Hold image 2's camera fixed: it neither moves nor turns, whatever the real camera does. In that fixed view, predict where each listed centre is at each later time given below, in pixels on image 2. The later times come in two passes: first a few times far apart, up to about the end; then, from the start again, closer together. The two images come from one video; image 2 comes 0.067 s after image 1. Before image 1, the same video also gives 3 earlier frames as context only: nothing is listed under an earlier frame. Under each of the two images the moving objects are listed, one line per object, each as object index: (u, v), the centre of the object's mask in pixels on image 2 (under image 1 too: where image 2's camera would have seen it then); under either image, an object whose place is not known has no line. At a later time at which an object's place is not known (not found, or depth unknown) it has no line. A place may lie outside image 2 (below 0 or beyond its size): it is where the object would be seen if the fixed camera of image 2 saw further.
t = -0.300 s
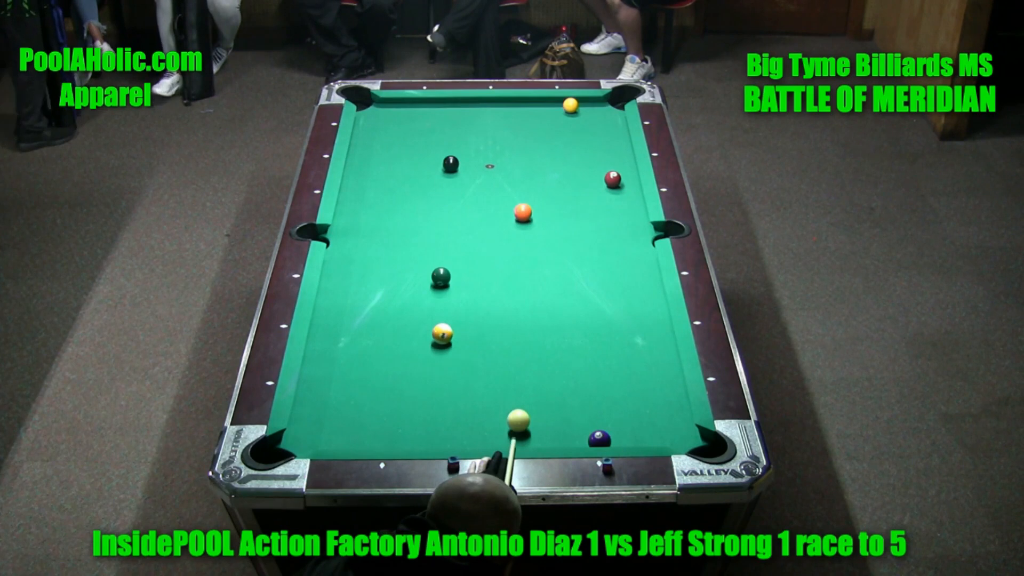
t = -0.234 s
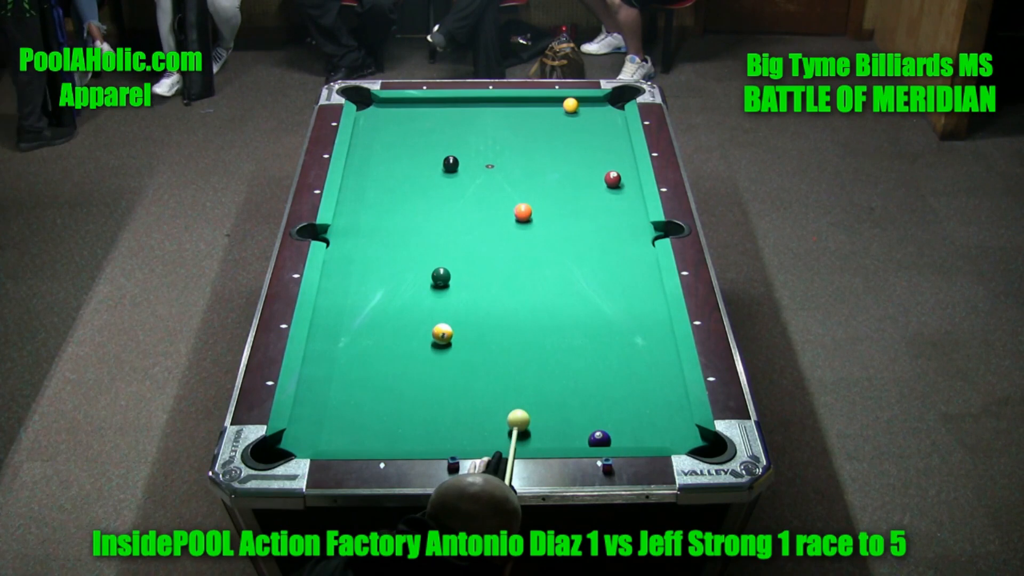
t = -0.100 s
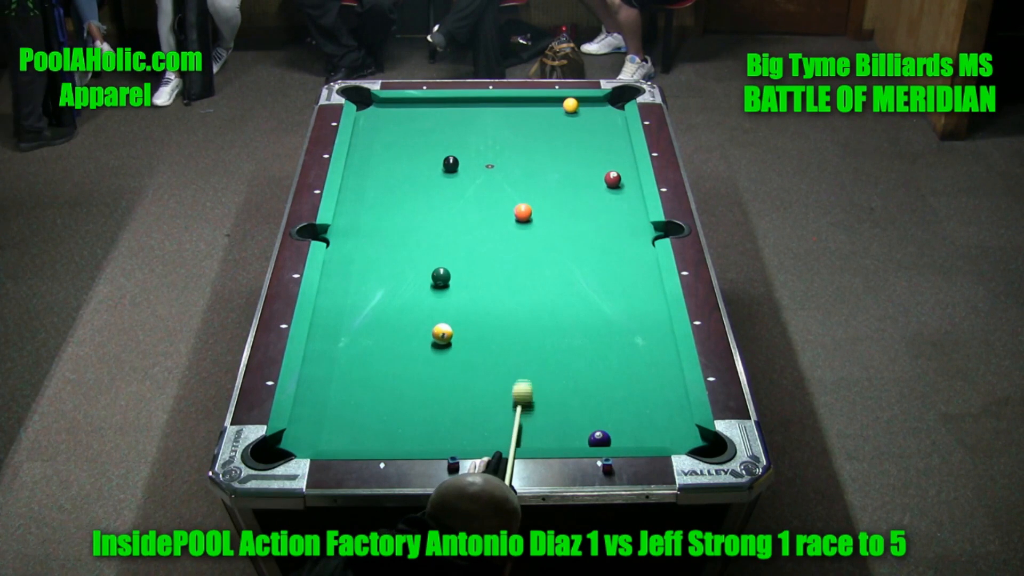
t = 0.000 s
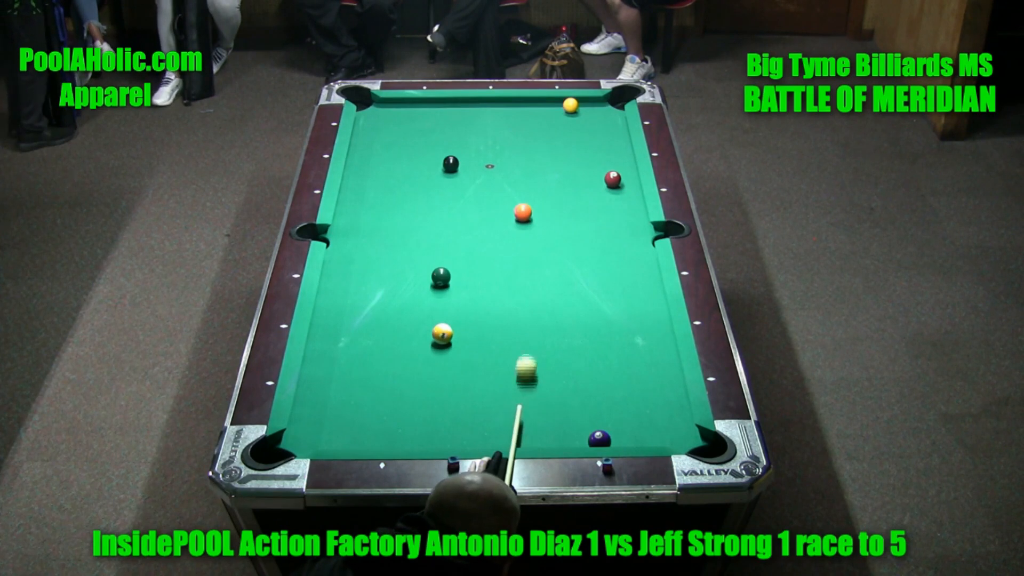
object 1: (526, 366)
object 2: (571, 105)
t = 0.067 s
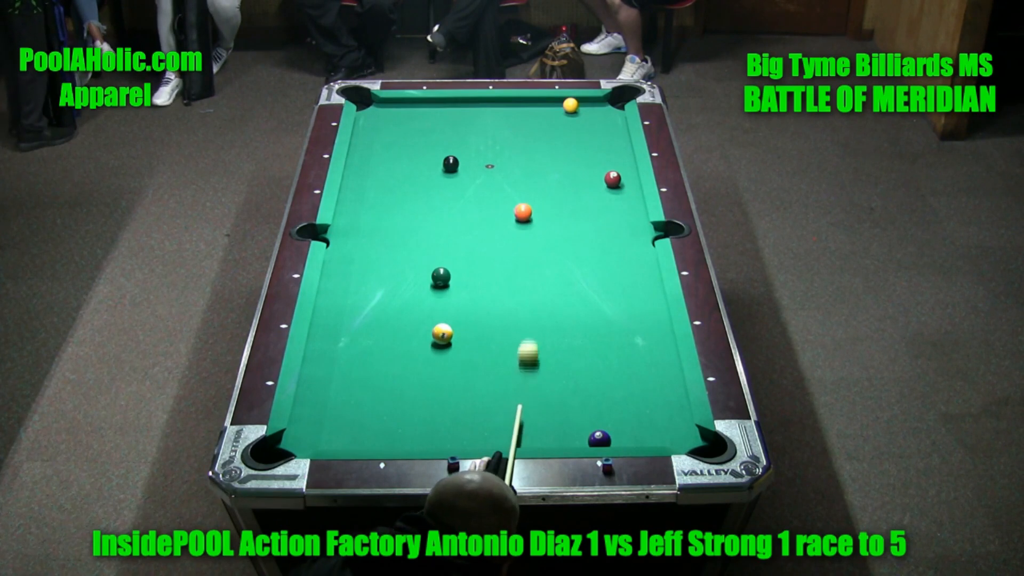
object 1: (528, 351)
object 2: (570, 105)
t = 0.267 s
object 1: (534, 307)
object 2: (571, 105)
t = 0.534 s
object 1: (541, 256)
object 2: (570, 105)
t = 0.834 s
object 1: (549, 207)
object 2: (571, 105)
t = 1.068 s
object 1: (553, 173)
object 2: (571, 105)
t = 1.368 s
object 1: (559, 136)
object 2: (571, 105)
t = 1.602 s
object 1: (562, 111)
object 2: (572, 104)
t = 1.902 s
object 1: (545, 103)
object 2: (585, 108)
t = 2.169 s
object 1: (536, 109)
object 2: (594, 117)
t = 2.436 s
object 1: (528, 115)
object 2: (602, 124)
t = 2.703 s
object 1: (521, 121)
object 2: (610, 132)
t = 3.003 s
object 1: (514, 126)
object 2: (618, 140)
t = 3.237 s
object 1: (509, 131)
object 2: (624, 145)
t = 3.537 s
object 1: (503, 136)
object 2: (622, 150)
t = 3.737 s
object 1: (500, 138)
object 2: (621, 154)
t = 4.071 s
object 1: (495, 142)
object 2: (620, 158)
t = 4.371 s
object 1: (493, 145)
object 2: (618, 161)
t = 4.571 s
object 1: (491, 146)
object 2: (618, 162)
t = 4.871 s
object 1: (490, 148)
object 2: (617, 163)
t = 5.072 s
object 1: (489, 148)
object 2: (617, 163)
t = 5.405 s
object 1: (489, 148)
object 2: (616, 164)
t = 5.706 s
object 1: (489, 148)
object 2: (616, 164)
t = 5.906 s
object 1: (489, 148)
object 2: (616, 163)
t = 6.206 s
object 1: (489, 148)
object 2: (616, 163)
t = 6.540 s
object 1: (489, 148)
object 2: (616, 163)
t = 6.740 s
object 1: (489, 148)
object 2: (616, 164)
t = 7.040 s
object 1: (489, 148)
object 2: (616, 164)
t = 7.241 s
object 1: (489, 148)
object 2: (616, 164)
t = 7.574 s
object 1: (489, 148)
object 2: (616, 164)
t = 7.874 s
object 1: (489, 148)
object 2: (616, 164)
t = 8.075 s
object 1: (489, 148)
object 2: (616, 163)
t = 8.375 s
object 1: (489, 148)
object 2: (616, 163)
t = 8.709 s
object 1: (489, 148)
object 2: (616, 163)
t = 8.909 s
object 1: (489, 148)
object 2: (616, 163)
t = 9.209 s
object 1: (489, 148)
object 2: (616, 163)
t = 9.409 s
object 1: (489, 148)
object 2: (616, 164)
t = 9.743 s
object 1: (489, 148)
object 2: (616, 164)
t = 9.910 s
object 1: (489, 148)
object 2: (616, 164)
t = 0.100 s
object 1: (529, 343)
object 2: (571, 105)
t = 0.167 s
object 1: (531, 329)
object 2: (570, 105)
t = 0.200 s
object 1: (532, 322)
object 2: (570, 105)
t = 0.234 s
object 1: (533, 315)
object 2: (571, 105)
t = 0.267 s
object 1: (534, 307)
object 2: (571, 105)
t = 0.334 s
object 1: (536, 293)
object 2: (570, 105)
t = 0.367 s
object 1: (537, 287)
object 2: (570, 105)
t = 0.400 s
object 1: (538, 280)
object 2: (571, 105)
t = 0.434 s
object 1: (539, 274)
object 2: (571, 105)
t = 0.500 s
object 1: (541, 262)
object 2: (570, 105)
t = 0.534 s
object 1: (541, 256)
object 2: (570, 105)
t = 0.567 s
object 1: (542, 250)
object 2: (571, 105)
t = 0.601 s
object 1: (543, 245)
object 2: (571, 105)
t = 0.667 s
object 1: (545, 233)
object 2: (571, 105)
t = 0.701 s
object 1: (546, 228)
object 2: (571, 105)
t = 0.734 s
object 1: (546, 222)
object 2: (571, 105)
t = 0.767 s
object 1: (547, 217)
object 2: (571, 105)
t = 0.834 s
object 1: (549, 207)
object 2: (571, 105)
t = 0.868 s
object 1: (549, 202)
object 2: (570, 105)
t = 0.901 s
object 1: (550, 197)
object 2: (570, 105)
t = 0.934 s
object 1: (550, 192)
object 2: (570, 105)
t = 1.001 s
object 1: (552, 182)
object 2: (571, 105)
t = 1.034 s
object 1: (552, 178)
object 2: (571, 105)
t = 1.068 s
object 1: (553, 173)
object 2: (571, 105)
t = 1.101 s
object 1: (554, 169)
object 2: (571, 105)
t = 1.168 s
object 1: (555, 160)
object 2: (571, 105)
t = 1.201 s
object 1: (556, 156)
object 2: (571, 105)
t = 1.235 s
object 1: (556, 152)
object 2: (571, 105)
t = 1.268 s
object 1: (557, 148)
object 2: (571, 105)
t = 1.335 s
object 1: (558, 140)
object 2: (571, 105)
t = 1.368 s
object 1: (559, 136)
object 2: (571, 105)
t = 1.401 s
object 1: (559, 132)
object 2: (571, 105)
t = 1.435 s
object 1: (560, 128)
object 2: (570, 105)
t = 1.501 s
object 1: (561, 121)
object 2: (571, 105)
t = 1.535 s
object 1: (561, 118)
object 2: (571, 105)
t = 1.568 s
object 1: (562, 114)
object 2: (571, 104)
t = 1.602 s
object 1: (562, 111)
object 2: (572, 104)
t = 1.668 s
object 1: (558, 108)
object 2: (576, 101)
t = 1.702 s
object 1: (556, 107)
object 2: (577, 102)
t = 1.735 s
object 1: (554, 105)
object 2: (579, 103)
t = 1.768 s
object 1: (551, 104)
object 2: (580, 104)
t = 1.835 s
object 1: (547, 101)
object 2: (582, 106)
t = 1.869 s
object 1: (546, 102)
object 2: (584, 107)
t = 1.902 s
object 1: (545, 103)
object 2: (585, 108)
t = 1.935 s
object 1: (544, 104)
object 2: (586, 109)
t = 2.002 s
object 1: (542, 105)
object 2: (588, 111)
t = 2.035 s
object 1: (541, 106)
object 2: (589, 113)
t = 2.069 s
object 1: (539, 107)
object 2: (591, 114)
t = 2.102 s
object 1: (538, 107)
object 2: (592, 115)
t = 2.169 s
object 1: (536, 109)
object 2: (594, 117)
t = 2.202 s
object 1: (535, 110)
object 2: (595, 118)
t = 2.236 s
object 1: (534, 111)
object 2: (596, 119)
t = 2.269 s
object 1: (533, 111)
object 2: (597, 120)
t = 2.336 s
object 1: (531, 113)
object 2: (599, 122)
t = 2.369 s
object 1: (530, 114)
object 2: (601, 123)
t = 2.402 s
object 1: (529, 114)
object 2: (602, 124)
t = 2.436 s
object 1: (528, 115)
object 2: (602, 124)
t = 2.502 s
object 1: (526, 116)
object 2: (604, 126)
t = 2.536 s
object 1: (525, 117)
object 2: (605, 127)
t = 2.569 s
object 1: (524, 118)
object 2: (607, 128)
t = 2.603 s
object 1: (524, 119)
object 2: (608, 129)
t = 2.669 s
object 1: (522, 120)
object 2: (609, 131)
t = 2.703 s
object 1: (521, 121)
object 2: (610, 132)
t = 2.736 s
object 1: (520, 121)
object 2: (611, 133)
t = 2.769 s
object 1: (519, 122)
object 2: (612, 134)
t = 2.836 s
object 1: (518, 123)
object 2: (614, 135)
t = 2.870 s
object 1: (517, 124)
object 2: (615, 136)
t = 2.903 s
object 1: (516, 125)
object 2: (616, 137)
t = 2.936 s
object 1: (515, 125)
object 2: (616, 138)
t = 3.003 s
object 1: (514, 126)
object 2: (618, 140)
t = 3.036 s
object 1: (513, 127)
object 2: (619, 140)
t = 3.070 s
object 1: (512, 128)
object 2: (620, 141)
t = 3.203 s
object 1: (509, 130)
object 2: (623, 145)
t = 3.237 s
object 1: (509, 131)
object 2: (624, 145)
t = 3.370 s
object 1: (506, 133)
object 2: (623, 148)
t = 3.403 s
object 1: (506, 133)
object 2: (623, 148)
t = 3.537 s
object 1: (503, 136)
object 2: (622, 150)
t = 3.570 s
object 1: (503, 136)
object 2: (622, 151)
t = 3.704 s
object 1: (500, 138)
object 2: (621, 153)
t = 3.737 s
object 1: (500, 138)
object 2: (621, 154)
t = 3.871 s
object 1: (498, 140)
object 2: (621, 155)
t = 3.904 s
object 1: (497, 140)
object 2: (620, 156)
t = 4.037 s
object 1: (496, 142)
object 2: (620, 157)
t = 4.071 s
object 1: (495, 142)
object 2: (620, 158)
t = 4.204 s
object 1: (494, 144)
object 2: (619, 159)
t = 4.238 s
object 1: (494, 144)
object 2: (619, 160)
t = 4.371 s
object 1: (493, 145)
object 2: (618, 161)
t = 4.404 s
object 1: (492, 145)
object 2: (618, 161)
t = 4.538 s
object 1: (492, 146)
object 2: (618, 162)
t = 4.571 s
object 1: (491, 146)
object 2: (618, 162)
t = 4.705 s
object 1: (490, 147)
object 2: (617, 162)
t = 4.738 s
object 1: (490, 147)
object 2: (617, 163)
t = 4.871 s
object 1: (490, 148)
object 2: (617, 163)
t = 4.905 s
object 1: (489, 148)
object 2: (617, 163)
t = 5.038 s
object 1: (489, 148)
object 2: (617, 163)
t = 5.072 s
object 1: (489, 148)
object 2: (617, 163)
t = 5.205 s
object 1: (489, 148)
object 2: (617, 164)
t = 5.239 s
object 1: (489, 148)
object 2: (616, 163)
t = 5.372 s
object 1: (489, 148)
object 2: (616, 164)
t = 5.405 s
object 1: (489, 148)
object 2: (616, 164)
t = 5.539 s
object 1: (489, 148)
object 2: (616, 164)
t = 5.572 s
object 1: (489, 148)
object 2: (616, 164)
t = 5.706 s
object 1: (489, 148)
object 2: (616, 164)
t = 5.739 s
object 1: (489, 148)
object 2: (616, 164)
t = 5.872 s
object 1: (489, 148)
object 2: (616, 163)
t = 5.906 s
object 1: (489, 148)
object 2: (616, 163)
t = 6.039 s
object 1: (489, 148)
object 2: (616, 163)
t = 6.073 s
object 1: (489, 148)
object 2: (616, 163)
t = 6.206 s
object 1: (489, 148)
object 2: (616, 163)
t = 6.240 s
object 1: (489, 148)
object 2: (616, 163)
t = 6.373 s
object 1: (489, 148)
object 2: (616, 163)
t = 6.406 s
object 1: (489, 148)
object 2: (616, 163)
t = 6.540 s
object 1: (489, 148)
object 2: (616, 163)
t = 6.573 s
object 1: (489, 148)
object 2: (616, 163)
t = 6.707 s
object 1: (489, 148)
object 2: (616, 164)
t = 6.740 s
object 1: (489, 148)
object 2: (616, 164)
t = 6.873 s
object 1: (489, 148)
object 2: (616, 163)
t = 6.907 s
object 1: (489, 148)
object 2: (616, 163)
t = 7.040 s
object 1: (489, 148)
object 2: (616, 164)
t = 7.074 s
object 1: (489, 148)
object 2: (616, 164)
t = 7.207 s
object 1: (489, 148)
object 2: (616, 163)
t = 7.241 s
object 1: (489, 148)
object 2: (616, 164)
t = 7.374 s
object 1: (489, 148)
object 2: (616, 164)
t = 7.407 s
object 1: (489, 148)
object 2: (616, 164)
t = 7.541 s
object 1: (489, 148)
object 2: (616, 164)
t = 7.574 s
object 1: (489, 148)
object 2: (616, 164)
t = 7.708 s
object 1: (489, 148)
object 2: (616, 164)
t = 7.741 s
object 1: (489, 148)
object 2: (616, 164)
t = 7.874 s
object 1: (489, 148)
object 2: (616, 164)
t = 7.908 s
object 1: (489, 148)
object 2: (616, 163)
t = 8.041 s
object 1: (489, 148)
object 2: (616, 163)
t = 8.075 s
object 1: (489, 148)
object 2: (616, 163)
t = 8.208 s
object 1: (489, 148)
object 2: (616, 163)
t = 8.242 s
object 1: (489, 148)
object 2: (616, 164)
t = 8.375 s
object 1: (489, 148)
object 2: (616, 163)
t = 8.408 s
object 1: (489, 148)
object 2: (616, 163)
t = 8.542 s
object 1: (489, 148)
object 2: (616, 163)
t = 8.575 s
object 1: (489, 148)
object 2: (616, 163)
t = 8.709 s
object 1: (489, 148)
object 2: (616, 163)
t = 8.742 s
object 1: (489, 148)
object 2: (616, 163)
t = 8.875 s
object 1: (489, 148)
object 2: (616, 163)
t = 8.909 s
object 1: (489, 148)
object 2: (616, 163)
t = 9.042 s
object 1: (489, 148)
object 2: (616, 163)
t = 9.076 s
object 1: (489, 148)
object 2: (616, 163)
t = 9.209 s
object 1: (489, 148)
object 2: (616, 163)
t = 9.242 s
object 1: (489, 148)
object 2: (616, 163)
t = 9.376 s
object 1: (489, 148)
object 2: (616, 164)
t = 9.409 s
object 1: (489, 148)
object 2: (616, 164)
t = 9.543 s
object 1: (489, 148)
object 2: (616, 164)
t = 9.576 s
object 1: (489, 148)
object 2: (616, 164)
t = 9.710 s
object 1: (489, 148)
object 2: (616, 164)
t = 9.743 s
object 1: (489, 148)
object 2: (616, 164)
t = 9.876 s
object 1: (489, 148)
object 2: (616, 164)
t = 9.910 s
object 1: (489, 148)
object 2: (616, 164)
